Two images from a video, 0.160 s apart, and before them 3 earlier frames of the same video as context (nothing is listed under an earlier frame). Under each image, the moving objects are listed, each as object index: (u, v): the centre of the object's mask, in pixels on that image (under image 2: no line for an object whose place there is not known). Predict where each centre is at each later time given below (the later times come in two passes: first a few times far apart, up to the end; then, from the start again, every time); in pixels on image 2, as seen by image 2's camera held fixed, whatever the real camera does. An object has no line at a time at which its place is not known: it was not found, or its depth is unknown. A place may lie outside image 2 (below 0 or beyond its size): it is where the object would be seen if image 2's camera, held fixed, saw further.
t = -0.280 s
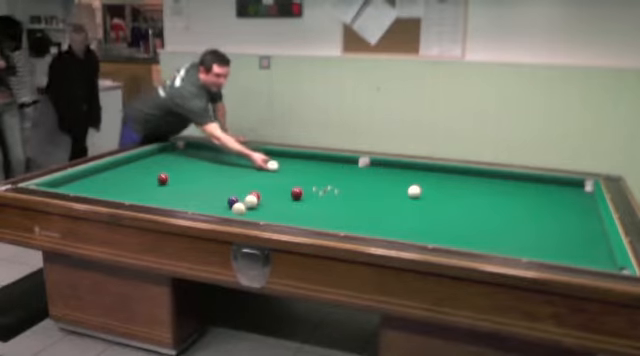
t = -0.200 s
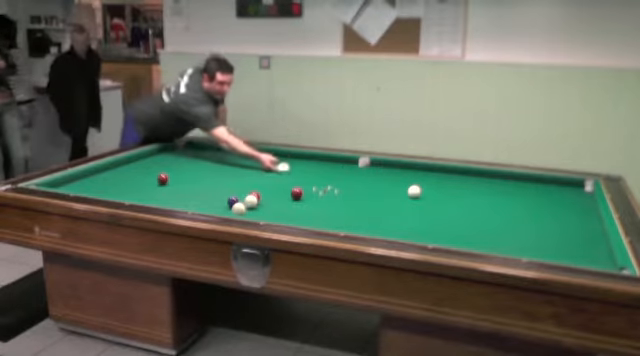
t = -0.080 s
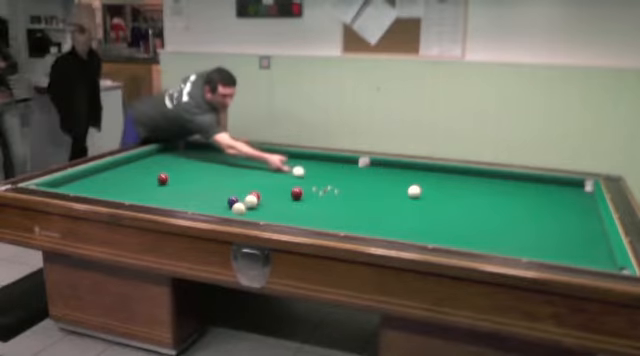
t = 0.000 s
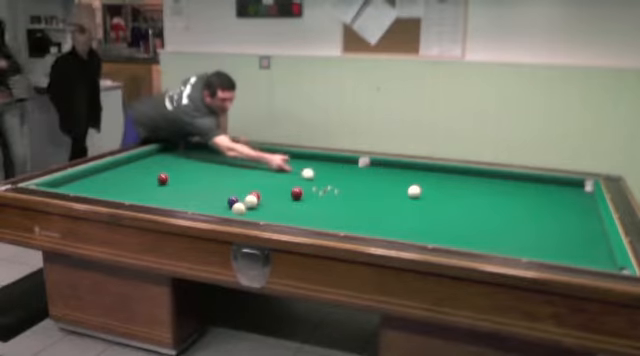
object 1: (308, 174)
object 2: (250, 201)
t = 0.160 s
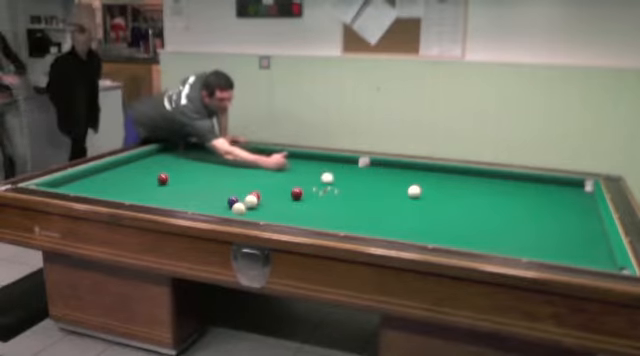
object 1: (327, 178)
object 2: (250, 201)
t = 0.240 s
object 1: (337, 180)
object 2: (250, 201)
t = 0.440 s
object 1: (363, 186)
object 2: (250, 201)
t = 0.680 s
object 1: (397, 194)
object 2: (250, 201)
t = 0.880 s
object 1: (427, 201)
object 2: (250, 201)
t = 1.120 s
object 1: (465, 210)
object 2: (250, 201)
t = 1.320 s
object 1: (497, 218)
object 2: (250, 201)
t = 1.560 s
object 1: (540, 229)
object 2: (250, 201)
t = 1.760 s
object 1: (577, 239)
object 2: (250, 201)
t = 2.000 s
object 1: (589, 245)
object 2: (250, 201)
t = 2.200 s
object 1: (566, 245)
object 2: (250, 201)
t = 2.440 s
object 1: (540, 245)
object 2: (250, 201)
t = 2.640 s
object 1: (518, 244)
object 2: (250, 201)
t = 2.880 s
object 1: (490, 242)
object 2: (250, 201)
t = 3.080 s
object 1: (467, 242)
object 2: (250, 201)
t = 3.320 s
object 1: (441, 241)
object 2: (250, 201)
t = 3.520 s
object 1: (422, 239)
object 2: (250, 201)
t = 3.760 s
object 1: (402, 234)
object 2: (250, 201)
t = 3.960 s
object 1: (387, 232)
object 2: (250, 201)
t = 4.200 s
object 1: (370, 228)
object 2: (251, 201)
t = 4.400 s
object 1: (357, 224)
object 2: (251, 201)
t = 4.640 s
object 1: (341, 221)
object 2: (251, 201)
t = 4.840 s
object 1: (329, 219)
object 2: (250, 201)
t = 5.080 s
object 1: (316, 217)
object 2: (250, 201)
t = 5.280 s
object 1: (305, 215)
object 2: (250, 201)
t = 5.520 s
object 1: (292, 213)
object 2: (250, 201)
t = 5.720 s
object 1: (283, 211)
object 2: (250, 201)
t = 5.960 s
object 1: (272, 208)
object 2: (250, 201)
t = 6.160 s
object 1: (264, 207)
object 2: (250, 201)
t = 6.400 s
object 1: (257, 205)
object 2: (248, 199)
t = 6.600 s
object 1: (254, 205)
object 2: (245, 198)
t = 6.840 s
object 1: (250, 205)
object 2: (242, 197)
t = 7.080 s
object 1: (248, 204)
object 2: (239, 196)
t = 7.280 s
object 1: (247, 204)
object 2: (239, 196)
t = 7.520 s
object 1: (246, 203)
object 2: (237, 195)
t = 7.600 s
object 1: (245, 202)
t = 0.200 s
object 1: (332, 179)
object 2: (250, 201)
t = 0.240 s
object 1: (337, 180)
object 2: (250, 201)
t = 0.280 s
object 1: (342, 181)
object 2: (250, 201)
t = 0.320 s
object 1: (347, 183)
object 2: (250, 201)
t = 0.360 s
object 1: (352, 184)
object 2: (250, 201)
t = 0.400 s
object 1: (358, 185)
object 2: (250, 201)
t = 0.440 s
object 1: (363, 186)
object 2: (250, 201)
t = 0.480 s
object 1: (368, 187)
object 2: (250, 201)
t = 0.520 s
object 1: (374, 189)
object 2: (250, 201)
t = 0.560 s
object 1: (380, 190)
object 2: (251, 201)
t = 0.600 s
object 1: (386, 191)
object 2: (250, 201)
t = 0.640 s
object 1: (391, 193)
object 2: (250, 201)
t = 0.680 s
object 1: (397, 194)
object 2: (250, 201)
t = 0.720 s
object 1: (402, 195)
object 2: (250, 201)
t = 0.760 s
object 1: (408, 197)
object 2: (250, 201)
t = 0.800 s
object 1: (415, 199)
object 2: (250, 201)
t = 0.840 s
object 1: (421, 200)
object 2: (250, 201)
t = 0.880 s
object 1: (427, 201)
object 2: (250, 201)
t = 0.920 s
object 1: (433, 202)
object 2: (250, 201)
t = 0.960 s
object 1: (439, 204)
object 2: (250, 201)
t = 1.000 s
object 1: (446, 205)
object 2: (250, 201)
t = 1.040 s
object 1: (452, 207)
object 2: (250, 201)
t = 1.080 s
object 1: (458, 208)
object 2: (250, 201)
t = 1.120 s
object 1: (465, 210)
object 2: (250, 201)
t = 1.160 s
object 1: (471, 211)
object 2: (250, 201)
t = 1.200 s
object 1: (477, 213)
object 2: (250, 201)
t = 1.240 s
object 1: (484, 215)
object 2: (250, 201)
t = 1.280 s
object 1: (491, 216)
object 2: (250, 201)
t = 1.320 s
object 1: (497, 218)
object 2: (250, 201)
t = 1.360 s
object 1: (504, 220)
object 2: (250, 201)
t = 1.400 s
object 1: (511, 221)
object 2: (250, 201)
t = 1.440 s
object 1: (518, 223)
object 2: (250, 201)
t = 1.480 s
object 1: (525, 225)
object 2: (250, 201)
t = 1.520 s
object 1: (533, 227)
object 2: (250, 201)
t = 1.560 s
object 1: (540, 229)
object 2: (250, 201)
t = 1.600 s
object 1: (547, 230)
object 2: (250, 201)
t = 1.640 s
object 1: (554, 232)
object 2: (250, 201)
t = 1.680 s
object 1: (561, 234)
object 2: (250, 201)
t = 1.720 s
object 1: (569, 237)
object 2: (250, 201)
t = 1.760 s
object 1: (577, 239)
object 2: (250, 201)
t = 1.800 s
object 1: (584, 241)
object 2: (250, 201)
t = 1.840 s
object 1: (592, 242)
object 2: (250, 201)
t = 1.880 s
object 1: (600, 245)
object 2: (250, 201)
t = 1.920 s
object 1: (600, 245)
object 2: (250, 201)
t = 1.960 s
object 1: (594, 245)
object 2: (250, 201)
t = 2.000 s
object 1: (589, 245)
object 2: (250, 201)
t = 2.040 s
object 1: (584, 245)
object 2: (250, 201)
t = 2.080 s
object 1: (580, 245)
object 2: (250, 201)
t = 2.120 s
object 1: (575, 245)
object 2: (250, 201)
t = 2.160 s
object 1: (571, 245)
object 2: (250, 201)
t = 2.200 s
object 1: (566, 245)
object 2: (250, 201)
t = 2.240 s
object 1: (562, 245)
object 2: (250, 201)
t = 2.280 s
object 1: (557, 245)
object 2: (250, 201)
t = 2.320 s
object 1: (553, 245)
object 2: (250, 201)
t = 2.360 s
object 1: (549, 245)
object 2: (250, 201)
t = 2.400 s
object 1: (544, 245)
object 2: (250, 201)
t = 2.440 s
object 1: (540, 245)
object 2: (250, 201)
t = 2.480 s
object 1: (535, 245)
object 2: (250, 201)
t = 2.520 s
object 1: (531, 245)
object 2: (250, 201)
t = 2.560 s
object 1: (526, 245)
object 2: (250, 201)
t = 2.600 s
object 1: (522, 245)
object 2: (250, 201)
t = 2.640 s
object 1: (518, 244)
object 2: (250, 201)
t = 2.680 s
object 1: (513, 244)
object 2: (250, 201)
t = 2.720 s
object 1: (508, 244)
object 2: (250, 201)
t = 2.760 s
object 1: (503, 244)
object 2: (250, 201)
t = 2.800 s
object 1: (499, 244)
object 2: (250, 201)
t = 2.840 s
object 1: (494, 243)
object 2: (250, 201)
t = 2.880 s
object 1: (490, 242)
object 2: (250, 201)
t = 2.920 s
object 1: (485, 242)
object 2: (250, 201)
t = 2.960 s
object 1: (481, 242)
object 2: (250, 201)
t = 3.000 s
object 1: (476, 242)
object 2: (250, 201)
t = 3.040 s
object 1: (471, 242)
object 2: (250, 201)
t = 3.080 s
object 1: (467, 242)
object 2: (250, 201)
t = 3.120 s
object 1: (463, 242)
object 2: (250, 201)
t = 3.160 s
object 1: (459, 241)
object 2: (250, 201)
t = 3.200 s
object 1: (454, 241)
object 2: (250, 201)
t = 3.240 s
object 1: (450, 241)
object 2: (250, 201)
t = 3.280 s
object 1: (445, 241)
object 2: (250, 201)
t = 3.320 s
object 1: (441, 241)
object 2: (250, 201)
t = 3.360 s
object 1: (436, 241)
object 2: (250, 201)
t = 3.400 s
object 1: (432, 241)
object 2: (250, 201)
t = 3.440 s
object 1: (429, 241)
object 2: (250, 201)
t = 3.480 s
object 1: (426, 240)
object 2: (250, 201)
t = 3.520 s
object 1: (422, 239)
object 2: (250, 201)
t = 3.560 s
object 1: (419, 238)
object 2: (250, 201)
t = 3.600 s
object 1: (416, 237)
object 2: (250, 201)
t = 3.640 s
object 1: (412, 236)
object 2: (250, 201)
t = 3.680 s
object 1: (409, 235)
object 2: (250, 201)
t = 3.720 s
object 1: (406, 235)
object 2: (250, 201)
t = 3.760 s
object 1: (402, 234)
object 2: (250, 201)
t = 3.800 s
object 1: (399, 234)
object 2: (250, 201)
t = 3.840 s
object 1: (396, 233)
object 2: (250, 201)
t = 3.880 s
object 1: (393, 233)
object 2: (250, 201)
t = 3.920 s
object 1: (390, 232)
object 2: (250, 201)
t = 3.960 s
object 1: (387, 232)
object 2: (250, 201)
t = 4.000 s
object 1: (384, 231)
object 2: (250, 201)
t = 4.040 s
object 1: (381, 230)
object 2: (250, 201)
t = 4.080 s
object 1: (378, 230)
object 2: (250, 201)
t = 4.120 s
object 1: (376, 229)
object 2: (250, 201)
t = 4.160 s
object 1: (373, 229)
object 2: (251, 201)
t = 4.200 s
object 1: (370, 228)
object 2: (251, 201)
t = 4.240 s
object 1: (367, 228)
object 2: (251, 201)
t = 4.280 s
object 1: (364, 227)
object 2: (251, 201)
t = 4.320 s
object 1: (362, 226)
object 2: (251, 201)
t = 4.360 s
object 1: (359, 225)
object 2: (251, 201)
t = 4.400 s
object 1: (357, 224)
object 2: (251, 201)
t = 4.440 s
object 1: (354, 224)
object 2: (251, 201)
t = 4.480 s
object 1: (351, 224)
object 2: (251, 201)
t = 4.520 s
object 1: (349, 223)
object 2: (251, 201)
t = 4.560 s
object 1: (346, 223)
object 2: (251, 201)
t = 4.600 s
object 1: (343, 222)
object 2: (251, 201)
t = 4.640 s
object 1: (341, 221)
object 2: (251, 201)
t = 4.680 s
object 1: (339, 221)
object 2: (250, 201)
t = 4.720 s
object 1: (336, 221)
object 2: (250, 201)
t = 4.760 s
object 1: (334, 220)
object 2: (250, 201)
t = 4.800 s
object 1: (331, 219)
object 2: (250, 201)
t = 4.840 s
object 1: (329, 219)
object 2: (250, 201)
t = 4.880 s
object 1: (327, 218)
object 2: (250, 201)
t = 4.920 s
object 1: (325, 219)
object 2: (250, 201)
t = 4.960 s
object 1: (323, 218)
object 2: (250, 201)
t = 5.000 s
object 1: (320, 218)
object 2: (250, 201)
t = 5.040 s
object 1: (318, 218)
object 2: (250, 201)
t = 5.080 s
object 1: (316, 217)
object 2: (250, 201)
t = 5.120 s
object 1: (314, 217)
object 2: (250, 201)
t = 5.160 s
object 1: (311, 216)
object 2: (250, 201)
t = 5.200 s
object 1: (309, 216)
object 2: (250, 201)
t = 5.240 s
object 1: (307, 216)
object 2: (250, 201)
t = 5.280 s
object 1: (305, 215)
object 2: (250, 201)
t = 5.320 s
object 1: (303, 215)
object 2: (250, 201)
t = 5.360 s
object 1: (301, 215)
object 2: (250, 201)
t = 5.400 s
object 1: (298, 214)
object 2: (250, 201)
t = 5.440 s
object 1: (296, 214)
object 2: (250, 201)
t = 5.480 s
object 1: (294, 214)
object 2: (250, 201)
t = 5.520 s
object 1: (292, 213)
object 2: (250, 201)
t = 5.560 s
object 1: (290, 212)
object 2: (250, 201)
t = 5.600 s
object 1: (289, 212)
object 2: (250, 201)
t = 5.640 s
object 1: (287, 212)
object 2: (250, 201)
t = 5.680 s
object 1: (285, 211)
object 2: (250, 201)
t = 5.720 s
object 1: (283, 211)
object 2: (250, 201)
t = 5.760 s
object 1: (281, 210)
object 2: (250, 201)
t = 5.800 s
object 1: (279, 210)
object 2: (250, 201)
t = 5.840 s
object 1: (277, 209)
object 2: (250, 201)
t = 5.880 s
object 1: (276, 209)
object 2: (250, 201)
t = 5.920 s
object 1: (274, 209)
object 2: (250, 201)
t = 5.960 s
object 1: (272, 208)
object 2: (250, 201)
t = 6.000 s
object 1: (271, 208)
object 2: (250, 201)
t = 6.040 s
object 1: (269, 208)
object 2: (250, 201)
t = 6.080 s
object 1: (267, 207)
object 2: (250, 201)
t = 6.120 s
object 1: (266, 207)
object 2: (250, 201)
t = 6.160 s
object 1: (264, 207)
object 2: (250, 201)
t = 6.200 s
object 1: (263, 206)
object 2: (250, 201)
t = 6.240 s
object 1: (261, 206)
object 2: (250, 201)
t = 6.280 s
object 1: (260, 206)
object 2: (249, 201)
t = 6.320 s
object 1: (259, 206)
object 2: (249, 201)
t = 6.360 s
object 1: (258, 205)
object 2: (249, 200)
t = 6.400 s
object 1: (257, 205)
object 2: (248, 199)
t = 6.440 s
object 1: (256, 206)
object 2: (247, 199)
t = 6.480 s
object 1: (255, 205)
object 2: (246, 198)
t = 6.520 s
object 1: (255, 205)
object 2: (245, 198)
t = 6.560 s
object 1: (254, 205)
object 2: (245, 198)
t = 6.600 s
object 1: (254, 205)
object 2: (245, 198)
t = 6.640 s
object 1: (253, 205)
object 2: (244, 198)
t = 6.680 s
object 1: (252, 205)
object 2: (244, 198)
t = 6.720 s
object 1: (252, 205)
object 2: (244, 197)
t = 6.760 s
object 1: (251, 205)
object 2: (243, 197)
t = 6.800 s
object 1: (251, 205)
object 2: (243, 197)
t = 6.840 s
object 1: (250, 205)
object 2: (242, 197)
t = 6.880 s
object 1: (250, 205)
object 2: (242, 196)
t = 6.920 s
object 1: (250, 205)
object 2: (241, 197)
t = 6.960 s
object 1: (249, 205)
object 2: (241, 196)
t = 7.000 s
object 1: (249, 205)
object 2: (241, 196)
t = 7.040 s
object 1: (248, 204)
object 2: (240, 196)
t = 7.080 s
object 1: (248, 204)
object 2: (239, 196)
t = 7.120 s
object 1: (247, 204)
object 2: (239, 196)
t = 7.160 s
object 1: (247, 204)
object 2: (239, 196)
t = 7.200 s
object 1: (247, 204)
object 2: (239, 196)
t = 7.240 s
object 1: (247, 204)
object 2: (239, 196)
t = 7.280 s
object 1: (247, 204)
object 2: (239, 196)
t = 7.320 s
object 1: (247, 204)
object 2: (239, 196)
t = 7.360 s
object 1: (246, 203)
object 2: (238, 195)
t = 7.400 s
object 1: (246, 203)
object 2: (238, 195)
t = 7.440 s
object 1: (246, 203)
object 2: (237, 195)
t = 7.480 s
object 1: (246, 203)
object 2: (237, 195)
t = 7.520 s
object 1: (246, 203)
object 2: (237, 195)
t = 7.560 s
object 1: (245, 202)
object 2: (236, 195)
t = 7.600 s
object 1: (245, 202)
